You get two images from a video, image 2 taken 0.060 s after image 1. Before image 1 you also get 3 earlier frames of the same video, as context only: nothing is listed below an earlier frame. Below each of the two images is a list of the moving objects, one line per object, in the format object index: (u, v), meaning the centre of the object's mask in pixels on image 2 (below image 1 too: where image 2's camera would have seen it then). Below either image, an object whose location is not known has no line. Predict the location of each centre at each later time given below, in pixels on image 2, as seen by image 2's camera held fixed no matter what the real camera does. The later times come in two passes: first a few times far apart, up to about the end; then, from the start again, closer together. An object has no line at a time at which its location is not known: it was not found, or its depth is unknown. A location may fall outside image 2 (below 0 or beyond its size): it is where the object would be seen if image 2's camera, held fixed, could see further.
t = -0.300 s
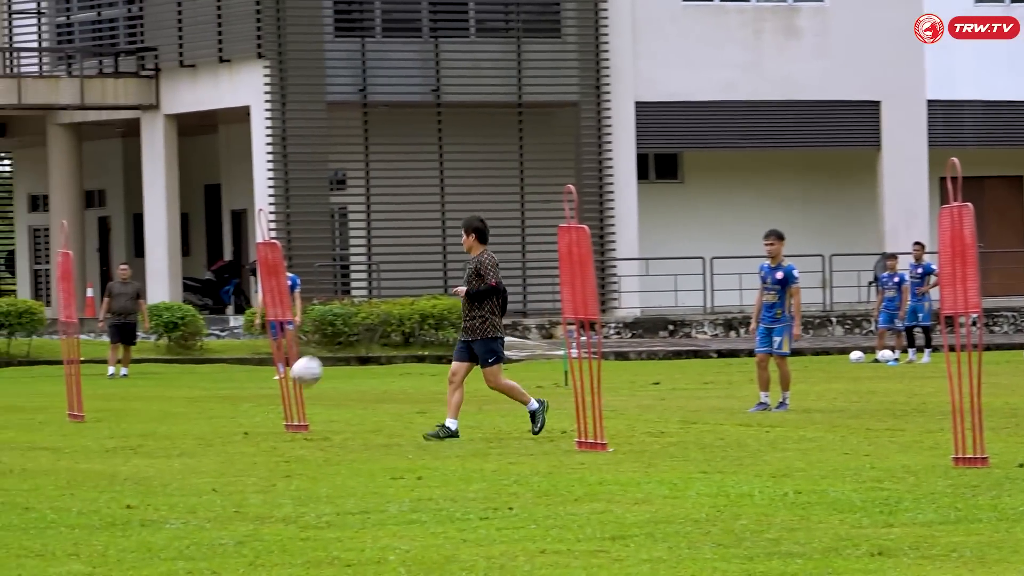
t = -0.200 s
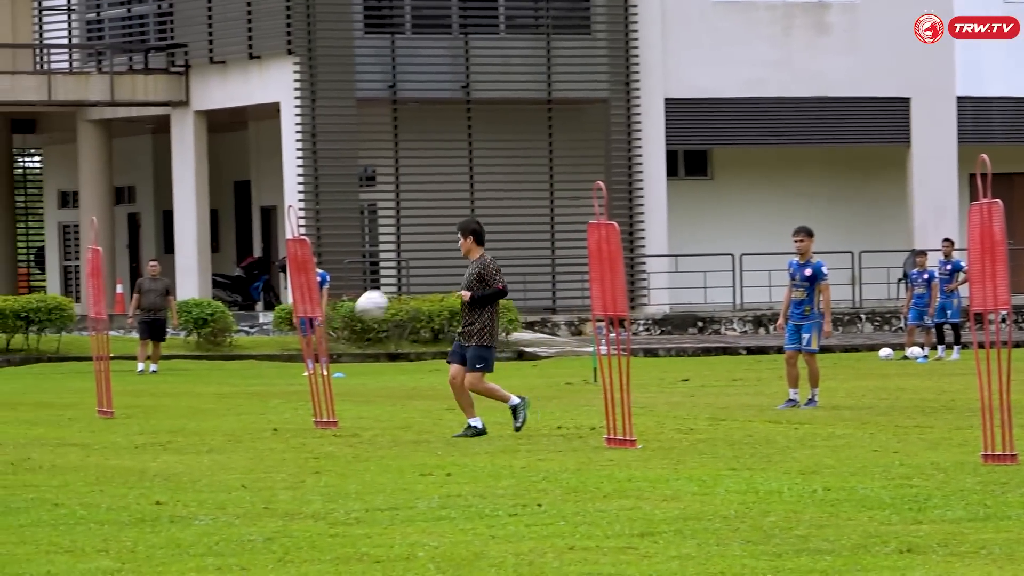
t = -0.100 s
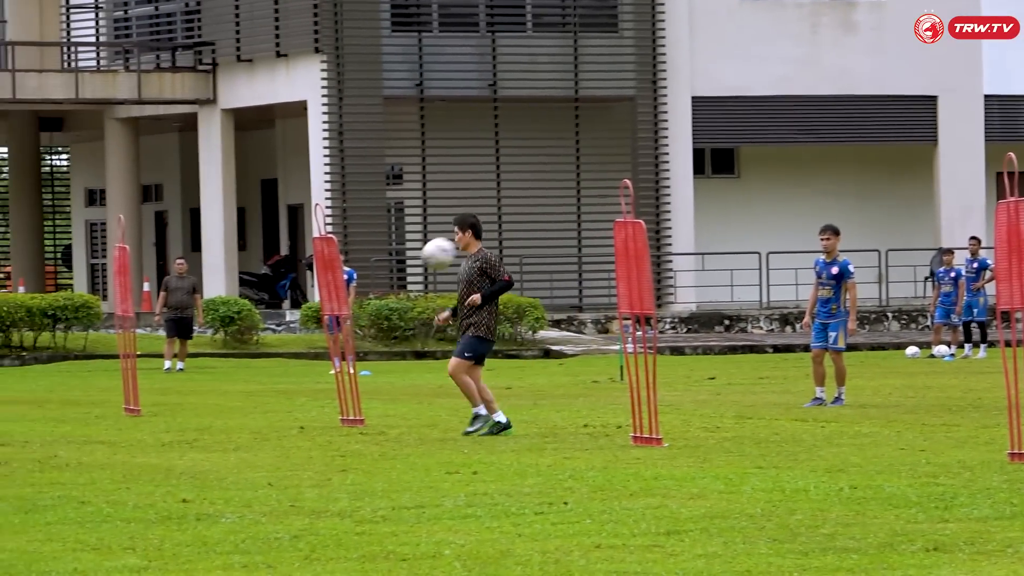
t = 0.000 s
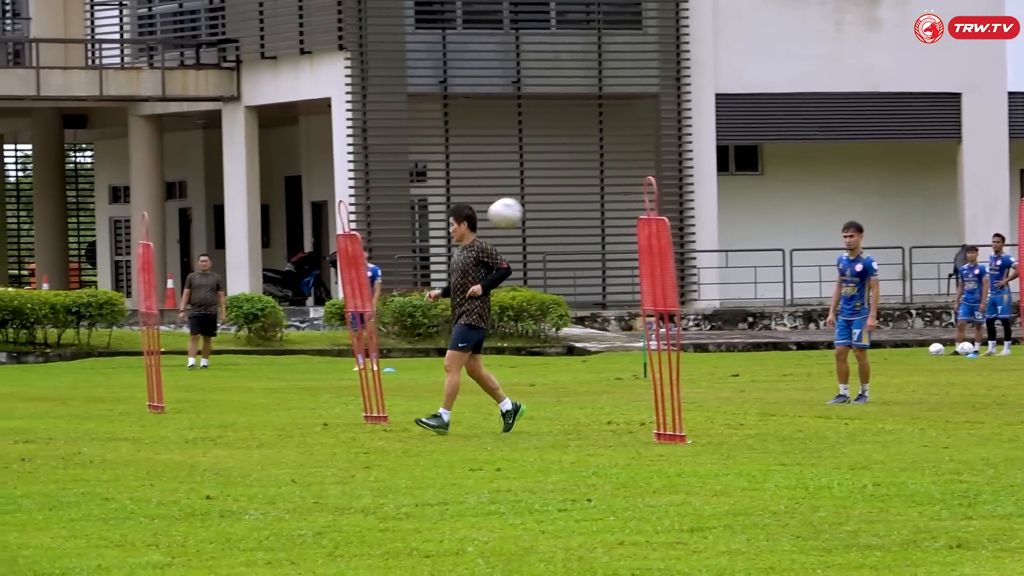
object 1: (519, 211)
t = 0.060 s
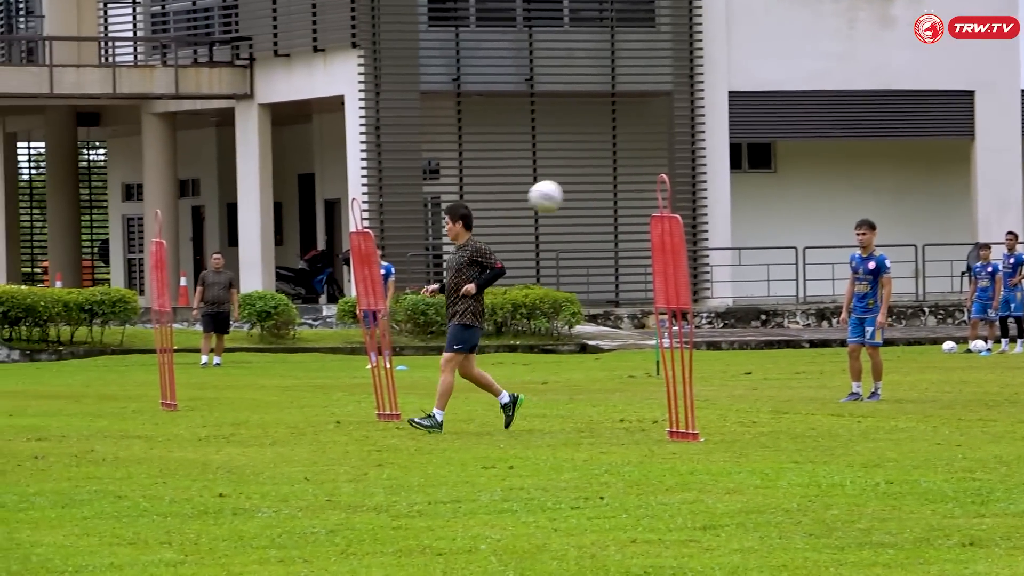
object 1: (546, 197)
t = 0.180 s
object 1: (605, 182)
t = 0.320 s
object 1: (680, 195)
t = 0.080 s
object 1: (555, 192)
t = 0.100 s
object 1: (565, 189)
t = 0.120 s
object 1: (574, 186)
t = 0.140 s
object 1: (585, 184)
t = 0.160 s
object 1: (595, 183)
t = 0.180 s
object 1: (605, 182)
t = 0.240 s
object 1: (636, 183)
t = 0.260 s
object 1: (647, 185)
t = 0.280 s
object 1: (658, 188)
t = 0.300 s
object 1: (670, 191)
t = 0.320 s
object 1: (680, 195)
